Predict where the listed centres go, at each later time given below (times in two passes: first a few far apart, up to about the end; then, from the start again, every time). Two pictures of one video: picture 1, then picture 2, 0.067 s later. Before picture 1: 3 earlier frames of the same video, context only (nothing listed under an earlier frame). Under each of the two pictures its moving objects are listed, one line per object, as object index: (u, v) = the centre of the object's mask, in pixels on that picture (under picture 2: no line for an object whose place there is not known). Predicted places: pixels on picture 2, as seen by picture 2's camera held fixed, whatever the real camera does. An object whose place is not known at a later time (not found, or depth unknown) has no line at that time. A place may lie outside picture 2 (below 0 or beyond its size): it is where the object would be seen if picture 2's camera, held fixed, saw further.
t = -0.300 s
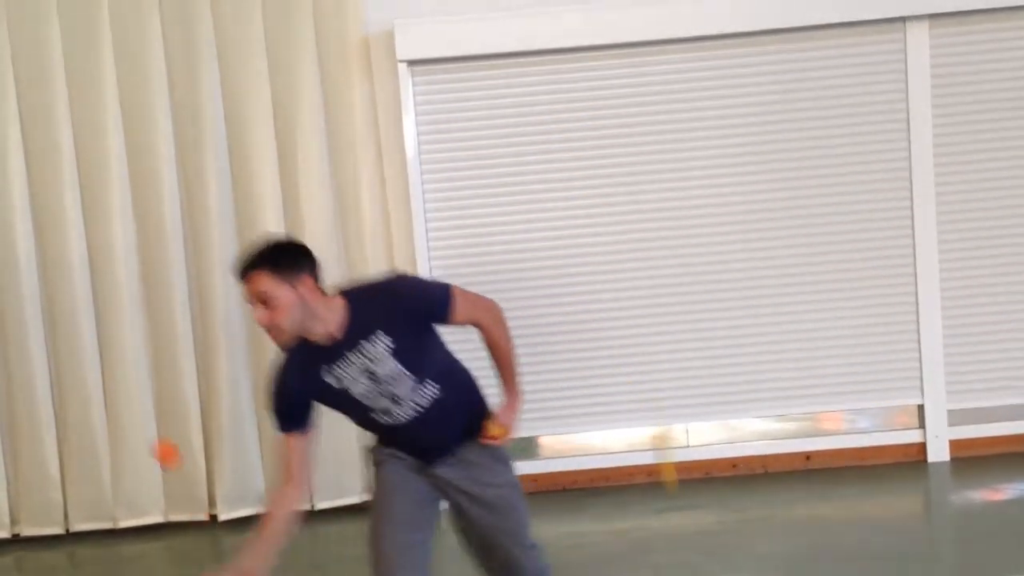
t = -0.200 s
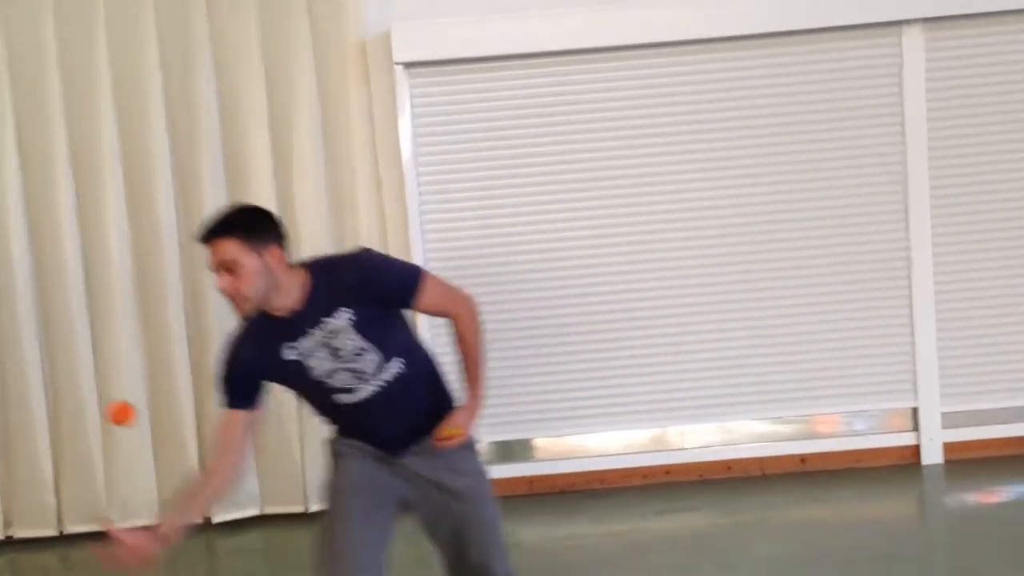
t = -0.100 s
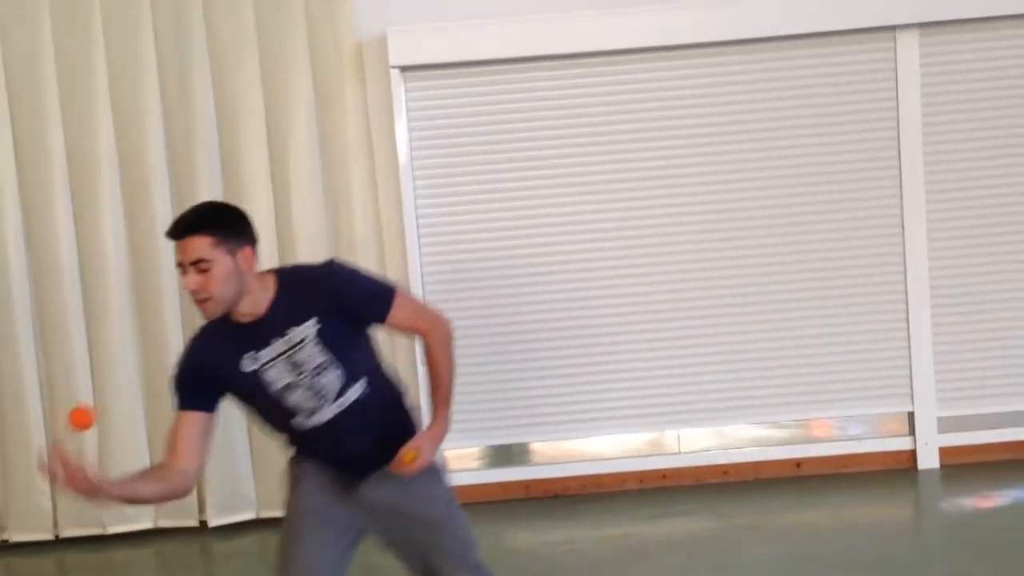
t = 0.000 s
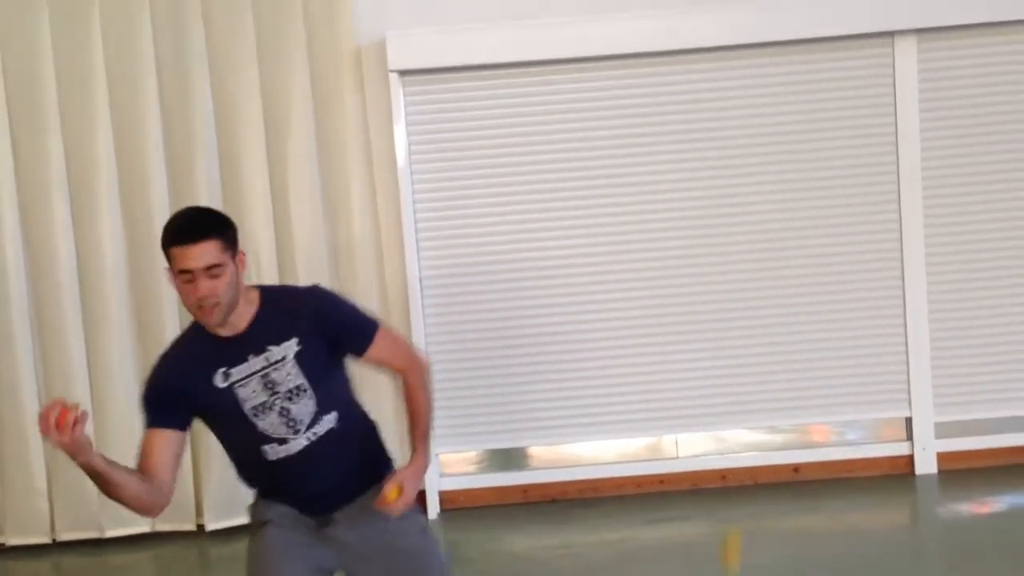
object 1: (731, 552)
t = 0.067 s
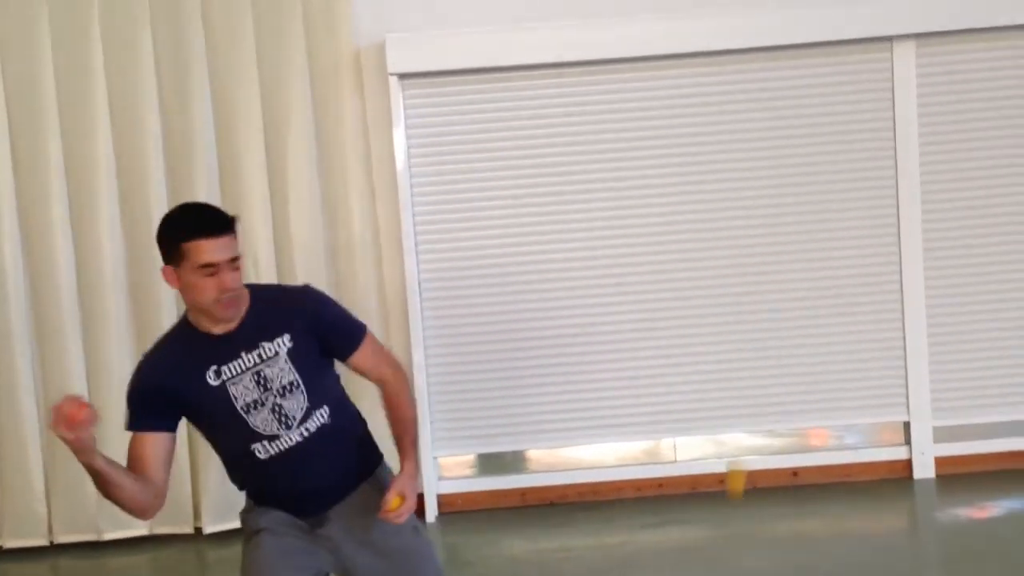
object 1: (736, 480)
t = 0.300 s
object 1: (771, 316)
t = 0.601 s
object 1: (843, 410)
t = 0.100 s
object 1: (738, 445)
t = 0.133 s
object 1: (743, 414)
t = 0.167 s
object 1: (747, 387)
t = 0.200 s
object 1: (753, 364)
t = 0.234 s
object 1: (758, 344)
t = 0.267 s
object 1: (765, 327)
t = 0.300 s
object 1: (771, 316)
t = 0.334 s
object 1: (778, 309)
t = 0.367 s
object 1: (785, 307)
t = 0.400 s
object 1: (791, 307)
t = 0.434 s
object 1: (799, 312)
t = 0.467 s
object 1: (807, 322)
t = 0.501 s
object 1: (816, 338)
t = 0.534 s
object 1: (824, 357)
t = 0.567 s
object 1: (833, 381)
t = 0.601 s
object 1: (843, 410)
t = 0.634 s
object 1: (855, 450)
